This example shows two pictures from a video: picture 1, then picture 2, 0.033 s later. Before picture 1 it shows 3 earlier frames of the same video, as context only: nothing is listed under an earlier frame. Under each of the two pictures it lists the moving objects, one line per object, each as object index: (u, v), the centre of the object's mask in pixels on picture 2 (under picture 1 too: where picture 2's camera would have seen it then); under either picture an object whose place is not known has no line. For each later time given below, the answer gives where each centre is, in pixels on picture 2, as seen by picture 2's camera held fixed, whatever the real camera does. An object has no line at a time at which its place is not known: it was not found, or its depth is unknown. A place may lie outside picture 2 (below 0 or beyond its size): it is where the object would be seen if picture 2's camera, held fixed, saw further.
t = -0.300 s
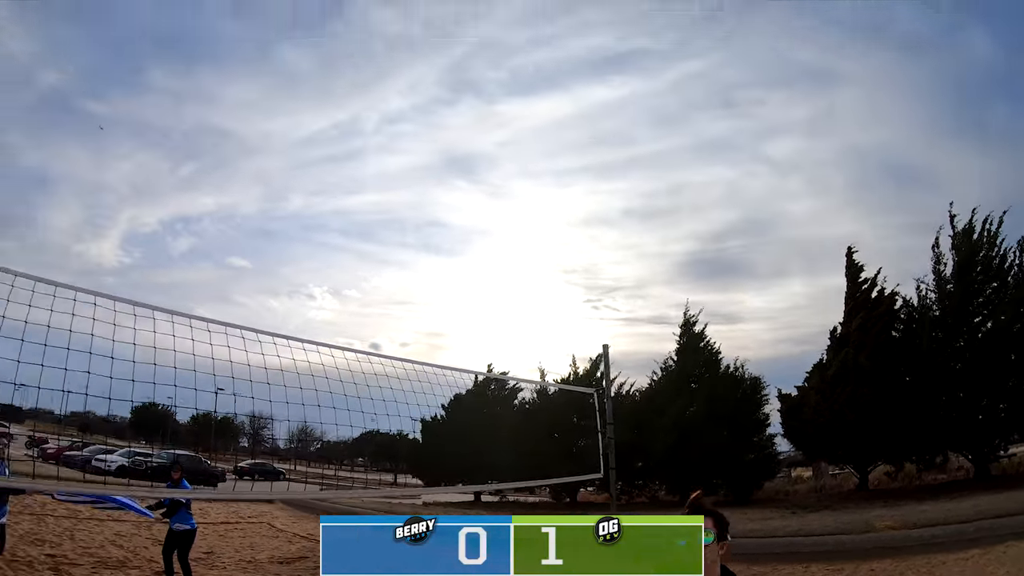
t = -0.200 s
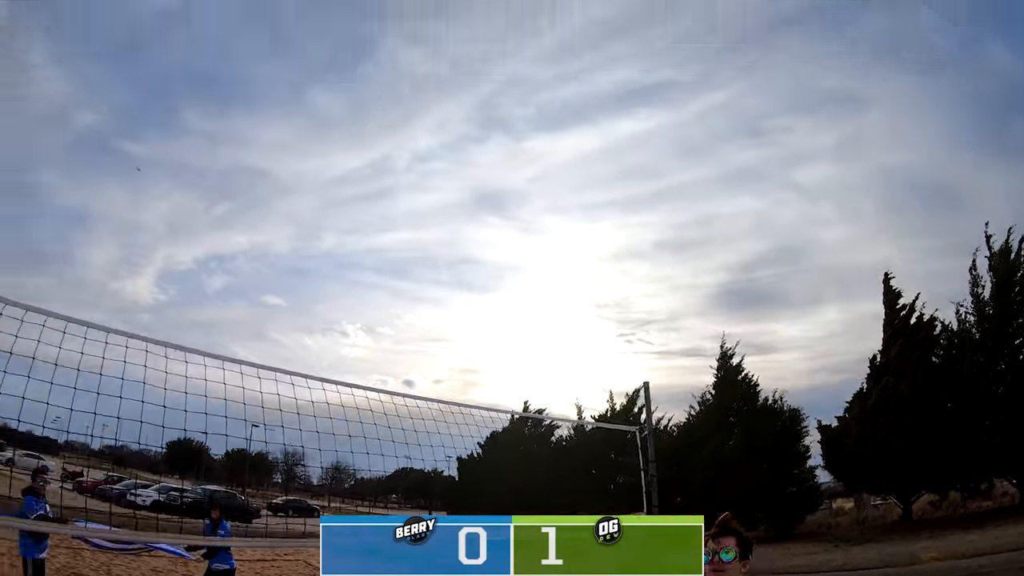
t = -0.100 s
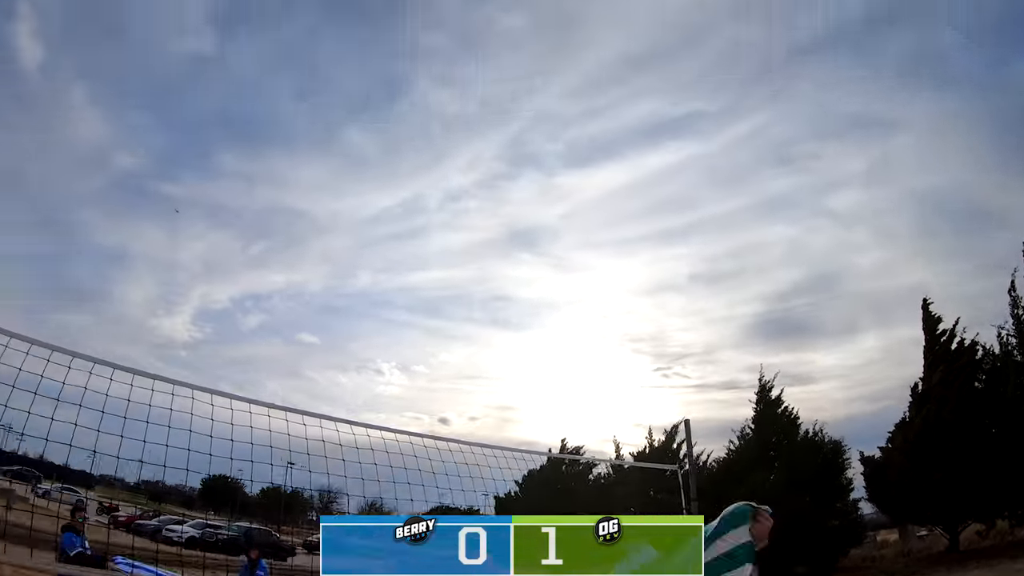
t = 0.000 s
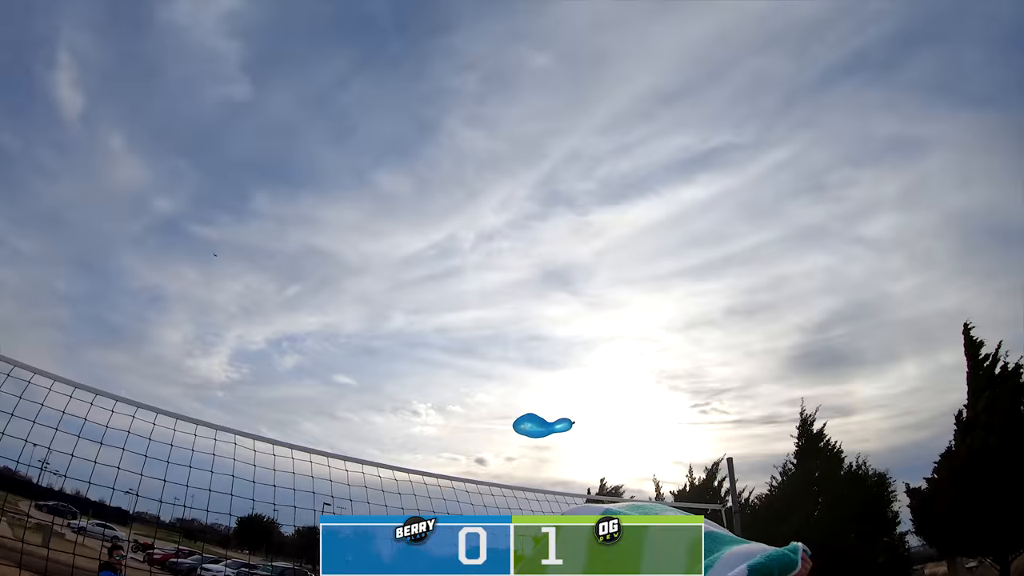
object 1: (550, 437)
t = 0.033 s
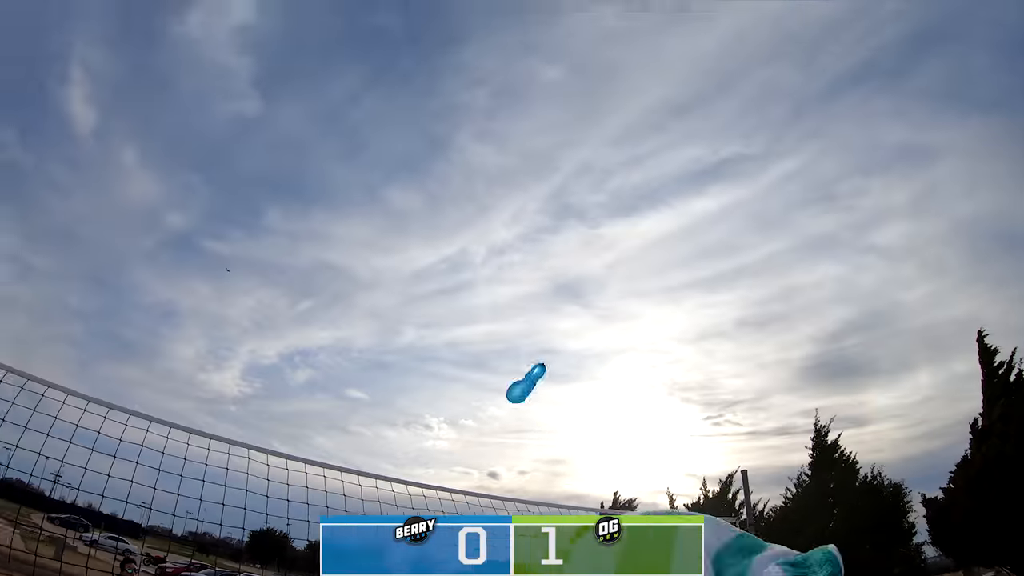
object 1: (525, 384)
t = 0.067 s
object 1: (505, 343)
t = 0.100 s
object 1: (489, 314)
